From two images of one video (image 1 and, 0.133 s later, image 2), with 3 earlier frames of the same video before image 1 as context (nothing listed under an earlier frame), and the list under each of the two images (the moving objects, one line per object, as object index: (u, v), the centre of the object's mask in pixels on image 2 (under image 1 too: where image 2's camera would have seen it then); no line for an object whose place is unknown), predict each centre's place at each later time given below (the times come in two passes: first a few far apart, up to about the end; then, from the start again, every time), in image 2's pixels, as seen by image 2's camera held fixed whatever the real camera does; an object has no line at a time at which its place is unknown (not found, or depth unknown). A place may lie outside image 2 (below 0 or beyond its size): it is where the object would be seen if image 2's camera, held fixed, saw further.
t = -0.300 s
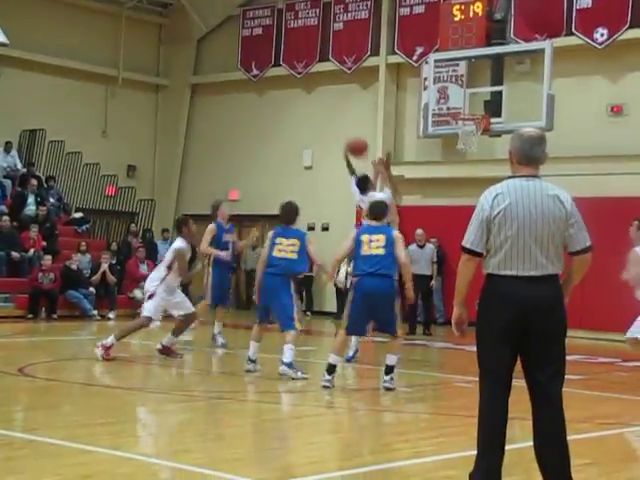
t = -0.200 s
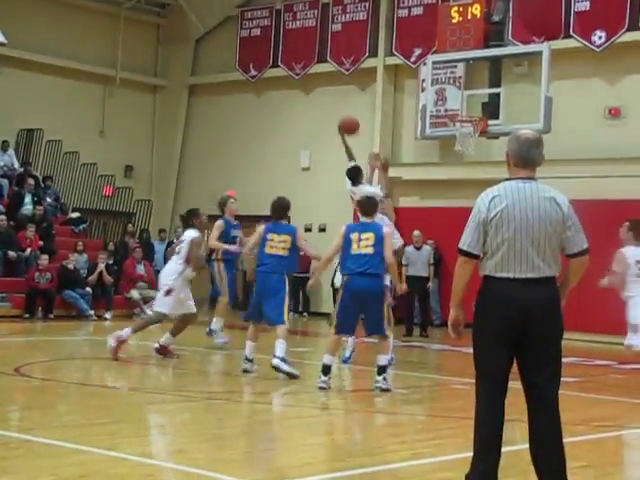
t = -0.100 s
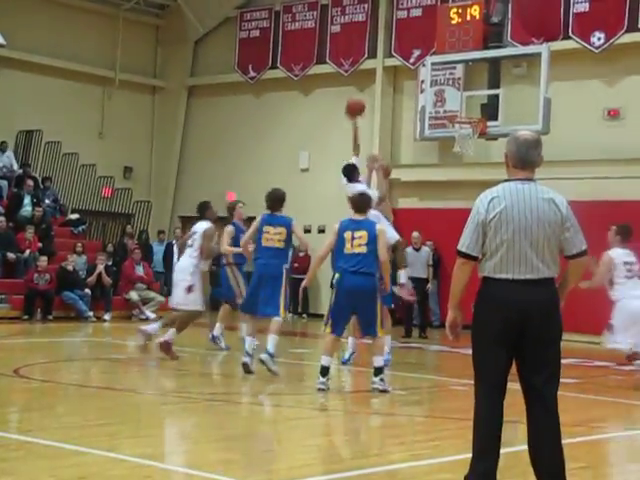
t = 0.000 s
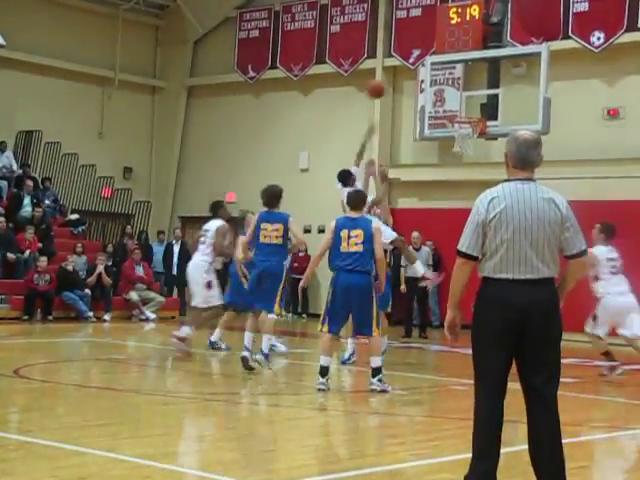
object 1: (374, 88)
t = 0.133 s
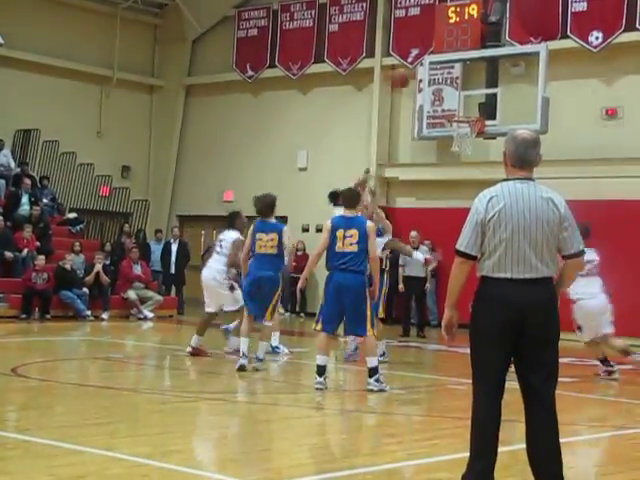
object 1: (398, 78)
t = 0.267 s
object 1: (425, 83)
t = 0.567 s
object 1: (469, 137)
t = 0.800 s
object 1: (467, 191)
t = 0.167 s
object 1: (407, 77)
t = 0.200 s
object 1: (413, 78)
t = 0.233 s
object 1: (418, 80)
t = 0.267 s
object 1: (425, 83)
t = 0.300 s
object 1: (430, 86)
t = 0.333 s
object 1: (436, 89)
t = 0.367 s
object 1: (442, 95)
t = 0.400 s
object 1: (448, 101)
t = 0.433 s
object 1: (454, 106)
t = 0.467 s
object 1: (463, 114)
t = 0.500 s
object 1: (464, 121)
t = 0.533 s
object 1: (466, 125)
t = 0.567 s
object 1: (469, 137)
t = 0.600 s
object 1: (469, 144)
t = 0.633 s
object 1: (469, 150)
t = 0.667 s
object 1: (469, 155)
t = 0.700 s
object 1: (467, 163)
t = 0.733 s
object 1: (468, 171)
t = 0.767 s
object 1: (468, 182)
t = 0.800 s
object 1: (467, 191)
